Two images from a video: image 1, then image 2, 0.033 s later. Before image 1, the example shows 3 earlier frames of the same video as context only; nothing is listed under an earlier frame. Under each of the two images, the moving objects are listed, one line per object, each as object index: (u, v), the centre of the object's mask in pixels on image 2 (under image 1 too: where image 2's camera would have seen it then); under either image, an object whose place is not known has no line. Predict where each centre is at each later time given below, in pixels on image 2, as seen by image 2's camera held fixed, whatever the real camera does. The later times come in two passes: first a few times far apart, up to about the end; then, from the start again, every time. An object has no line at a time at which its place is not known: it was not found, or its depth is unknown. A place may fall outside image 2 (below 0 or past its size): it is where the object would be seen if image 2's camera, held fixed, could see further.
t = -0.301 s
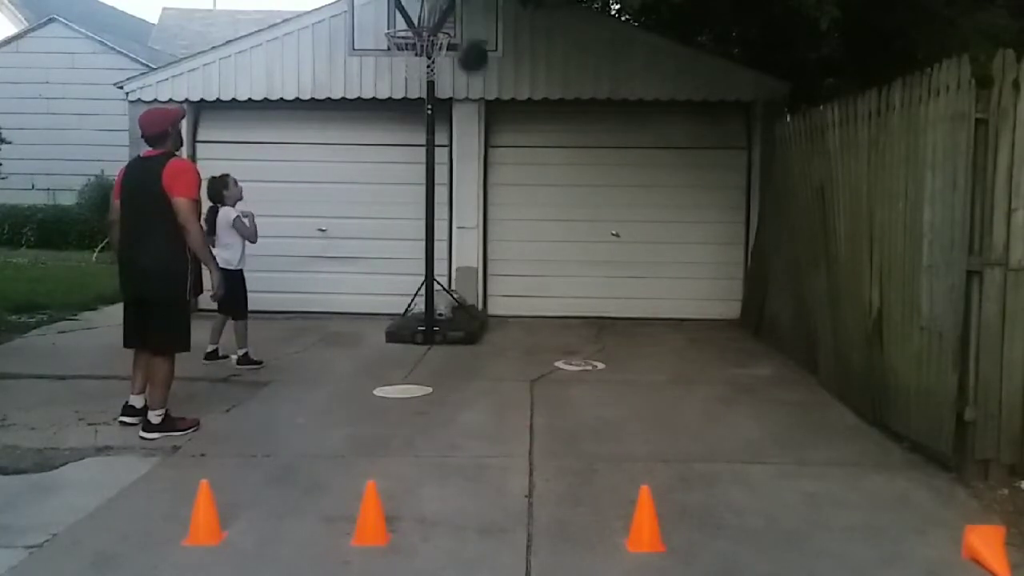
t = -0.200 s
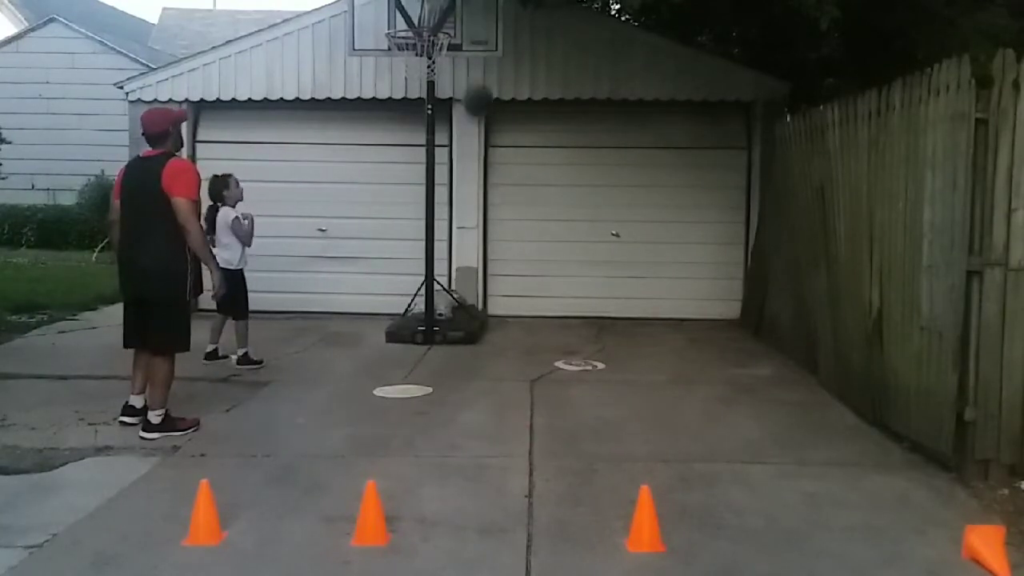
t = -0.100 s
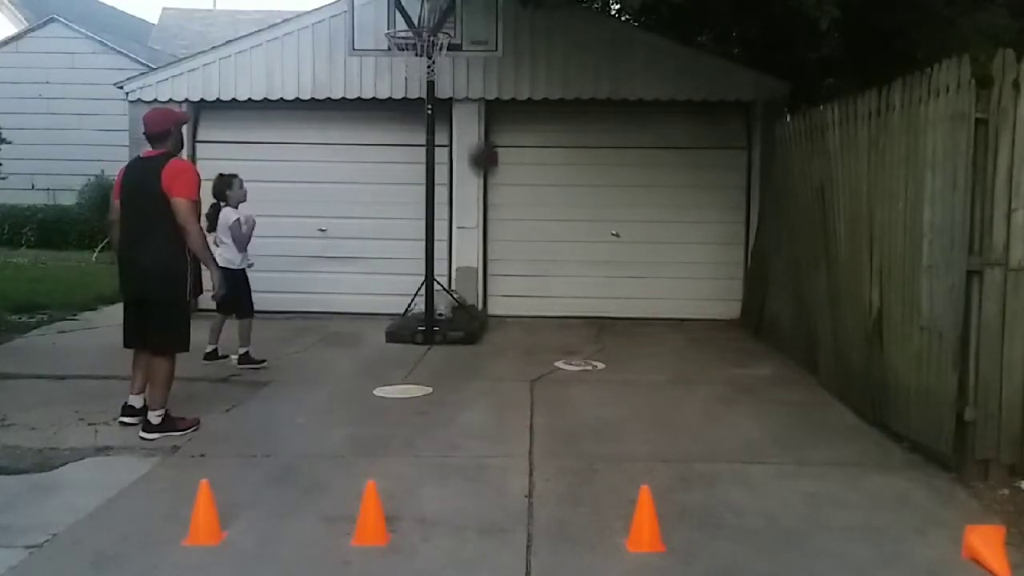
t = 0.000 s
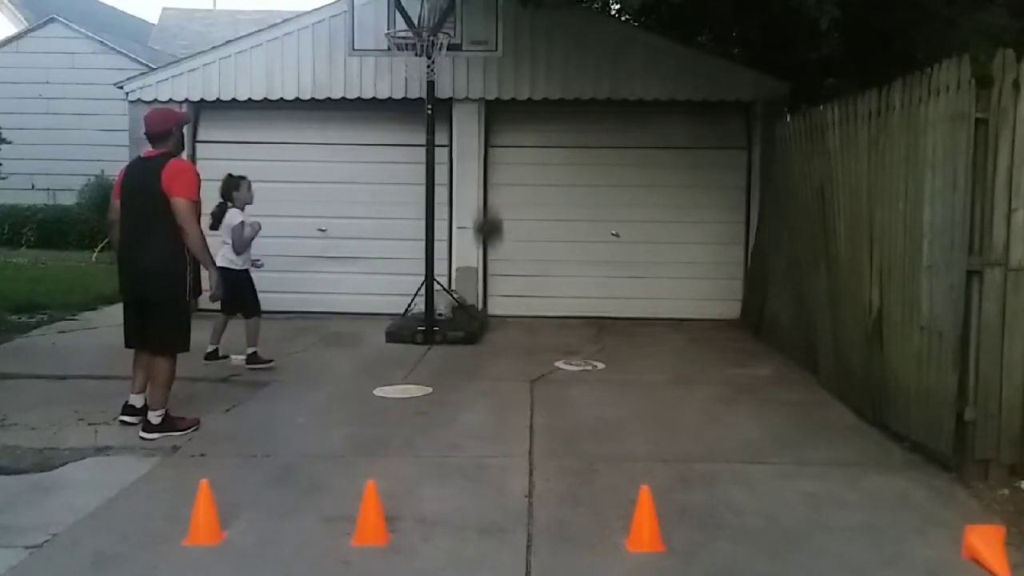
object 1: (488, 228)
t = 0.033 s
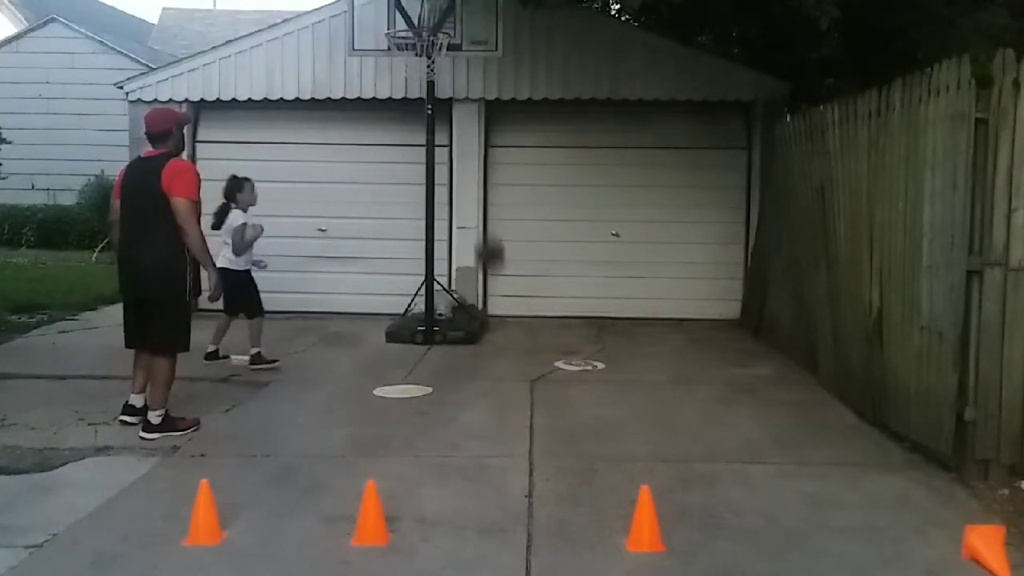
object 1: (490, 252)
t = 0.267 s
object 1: (502, 284)
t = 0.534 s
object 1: (517, 176)
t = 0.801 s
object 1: (531, 164)
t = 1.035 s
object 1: (542, 239)
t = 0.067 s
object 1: (493, 279)
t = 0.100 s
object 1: (494, 309)
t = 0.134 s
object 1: (495, 341)
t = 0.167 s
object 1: (496, 354)
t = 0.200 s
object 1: (499, 331)
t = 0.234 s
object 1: (499, 310)
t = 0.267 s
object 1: (502, 284)
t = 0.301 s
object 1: (504, 266)
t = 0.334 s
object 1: (506, 248)
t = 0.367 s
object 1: (508, 234)
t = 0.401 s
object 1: (510, 219)
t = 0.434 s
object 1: (511, 206)
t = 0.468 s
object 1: (513, 195)
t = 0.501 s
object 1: (515, 185)
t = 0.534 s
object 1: (517, 176)
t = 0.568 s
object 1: (519, 169)
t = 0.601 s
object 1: (521, 163)
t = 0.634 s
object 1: (522, 160)
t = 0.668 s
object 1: (524, 157)
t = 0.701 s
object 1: (525, 157)
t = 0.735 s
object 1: (528, 157)
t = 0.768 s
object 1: (529, 160)
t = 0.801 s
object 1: (531, 164)
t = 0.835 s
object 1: (533, 170)
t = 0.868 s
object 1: (535, 177)
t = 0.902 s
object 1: (536, 186)
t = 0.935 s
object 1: (538, 197)
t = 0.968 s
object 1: (539, 209)
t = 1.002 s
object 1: (541, 223)
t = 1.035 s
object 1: (542, 239)
